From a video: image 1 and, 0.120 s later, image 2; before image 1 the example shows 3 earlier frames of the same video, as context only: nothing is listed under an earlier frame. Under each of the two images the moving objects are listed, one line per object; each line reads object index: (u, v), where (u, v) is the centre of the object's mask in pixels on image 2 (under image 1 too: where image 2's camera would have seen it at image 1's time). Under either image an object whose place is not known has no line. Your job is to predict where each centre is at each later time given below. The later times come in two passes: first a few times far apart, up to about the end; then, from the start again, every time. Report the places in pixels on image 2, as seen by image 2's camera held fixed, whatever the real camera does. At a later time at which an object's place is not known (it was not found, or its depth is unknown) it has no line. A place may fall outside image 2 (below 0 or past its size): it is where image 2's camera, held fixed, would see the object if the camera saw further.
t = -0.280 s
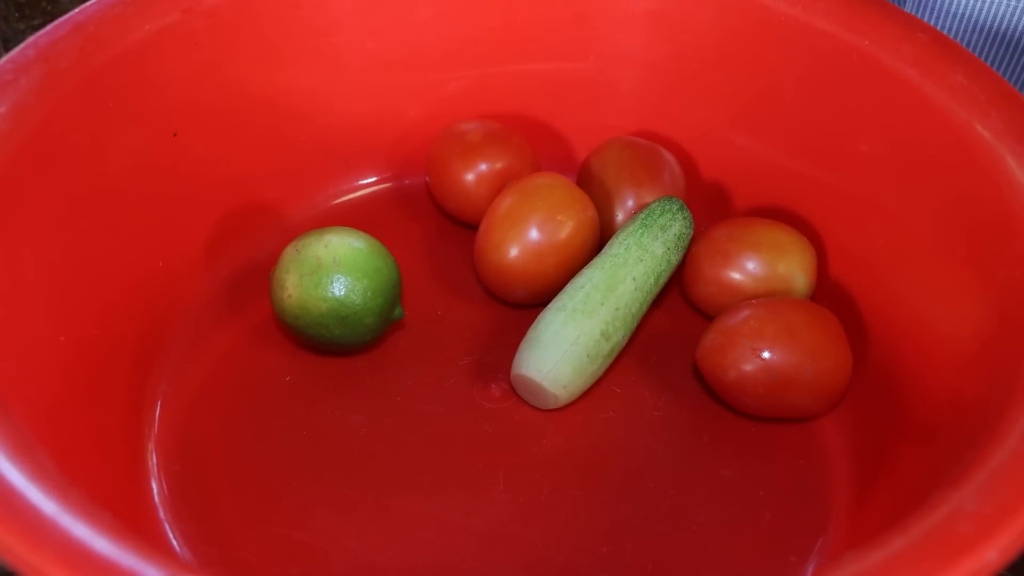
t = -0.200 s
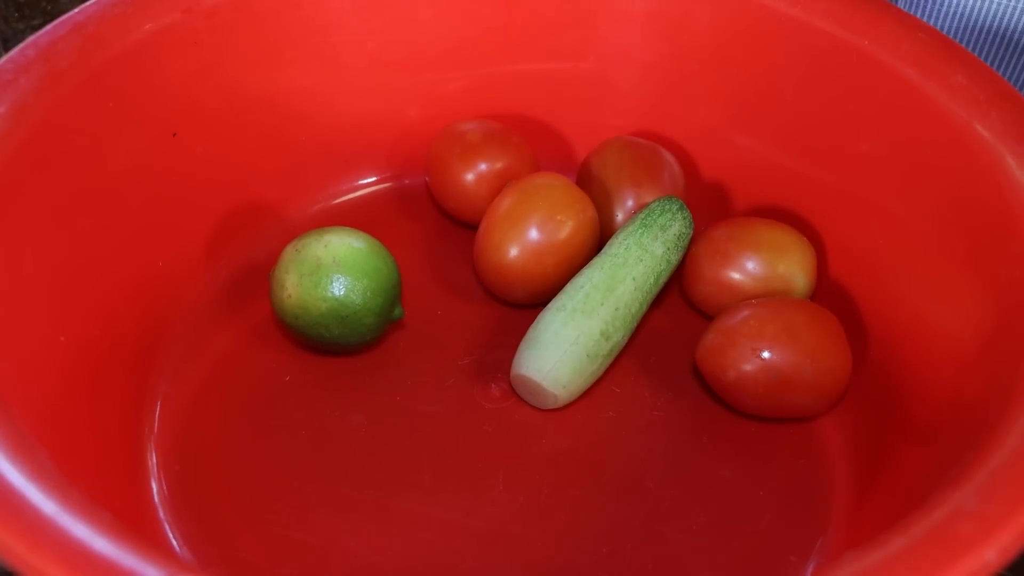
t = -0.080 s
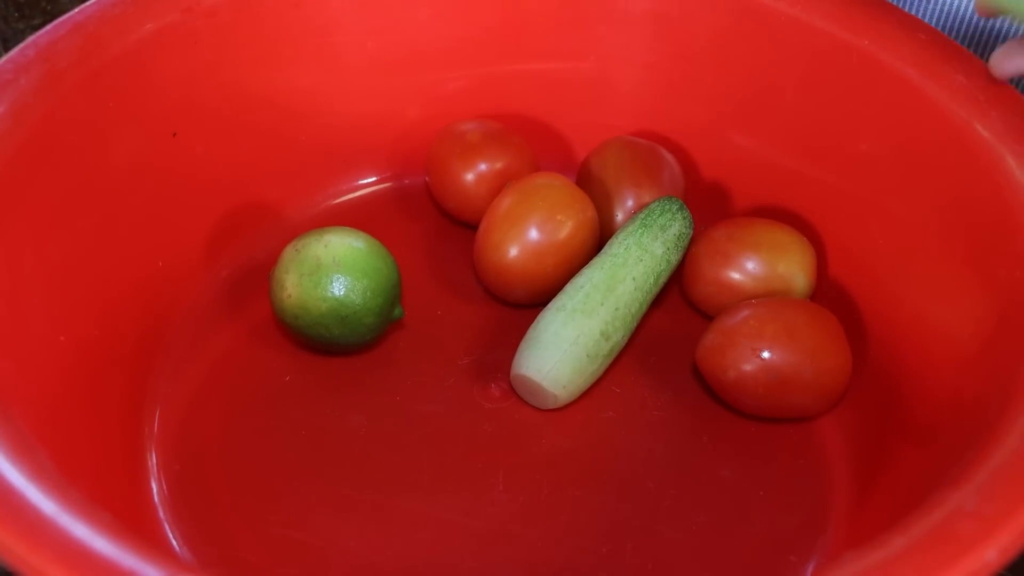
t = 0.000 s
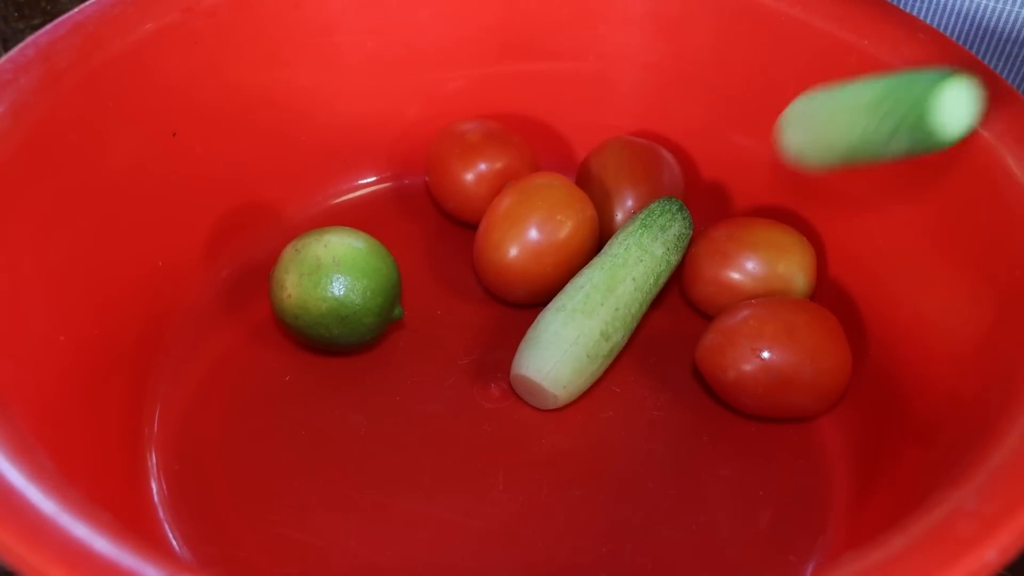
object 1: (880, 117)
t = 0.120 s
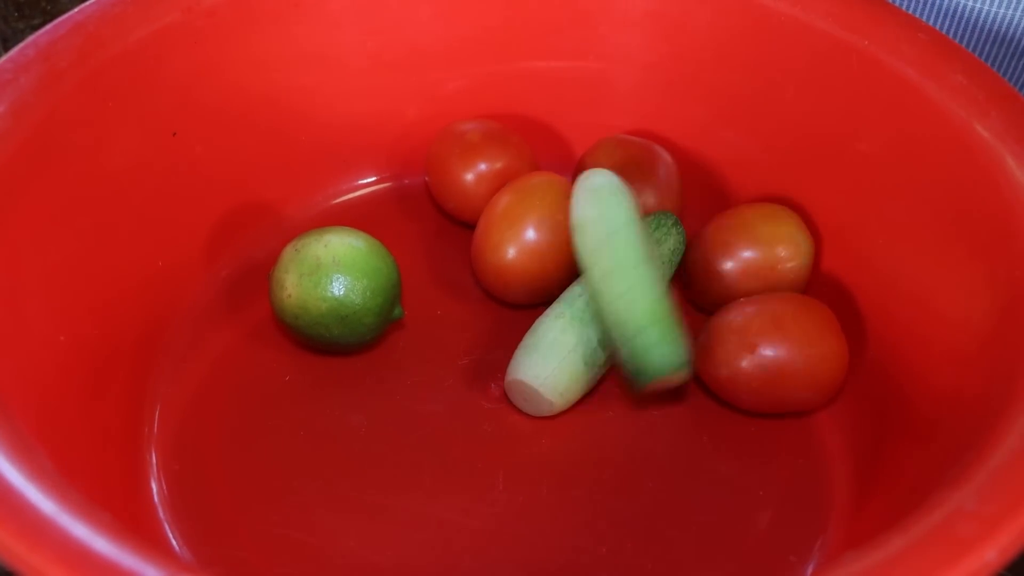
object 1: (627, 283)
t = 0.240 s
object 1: (531, 333)
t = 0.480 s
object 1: (321, 439)
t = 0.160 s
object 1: (585, 281)
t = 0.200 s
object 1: (557, 292)
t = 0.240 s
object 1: (531, 333)
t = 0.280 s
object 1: (503, 358)
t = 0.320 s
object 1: (475, 383)
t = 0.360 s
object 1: (436, 396)
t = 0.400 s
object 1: (396, 411)
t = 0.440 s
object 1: (353, 435)
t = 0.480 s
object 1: (321, 439)
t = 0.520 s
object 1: (286, 404)
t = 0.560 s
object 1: (258, 390)
